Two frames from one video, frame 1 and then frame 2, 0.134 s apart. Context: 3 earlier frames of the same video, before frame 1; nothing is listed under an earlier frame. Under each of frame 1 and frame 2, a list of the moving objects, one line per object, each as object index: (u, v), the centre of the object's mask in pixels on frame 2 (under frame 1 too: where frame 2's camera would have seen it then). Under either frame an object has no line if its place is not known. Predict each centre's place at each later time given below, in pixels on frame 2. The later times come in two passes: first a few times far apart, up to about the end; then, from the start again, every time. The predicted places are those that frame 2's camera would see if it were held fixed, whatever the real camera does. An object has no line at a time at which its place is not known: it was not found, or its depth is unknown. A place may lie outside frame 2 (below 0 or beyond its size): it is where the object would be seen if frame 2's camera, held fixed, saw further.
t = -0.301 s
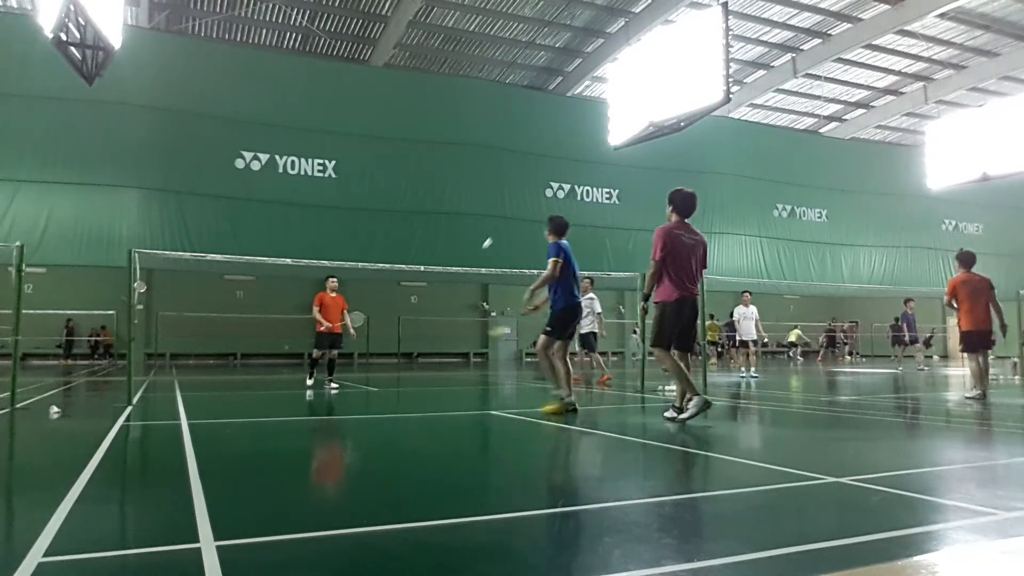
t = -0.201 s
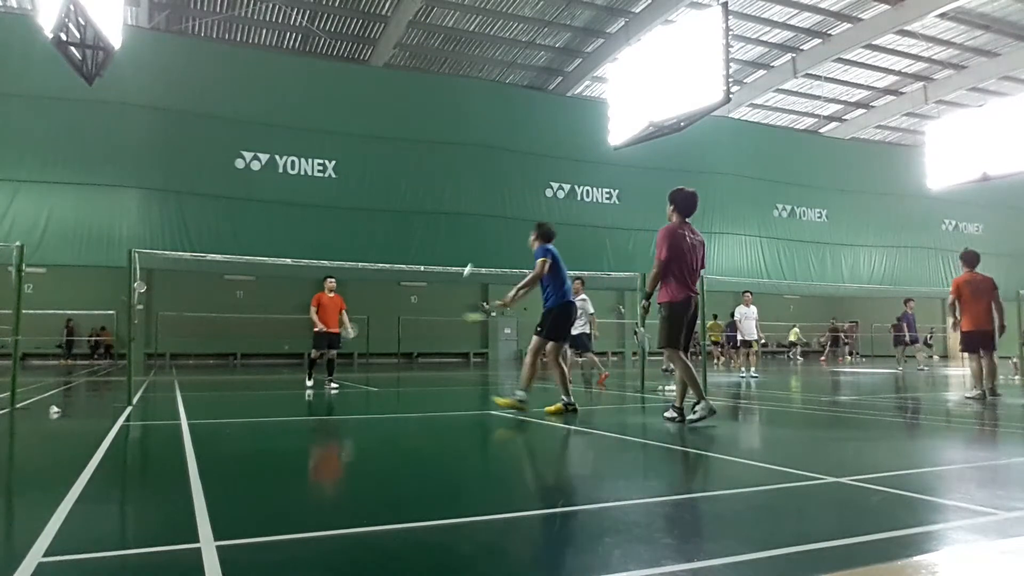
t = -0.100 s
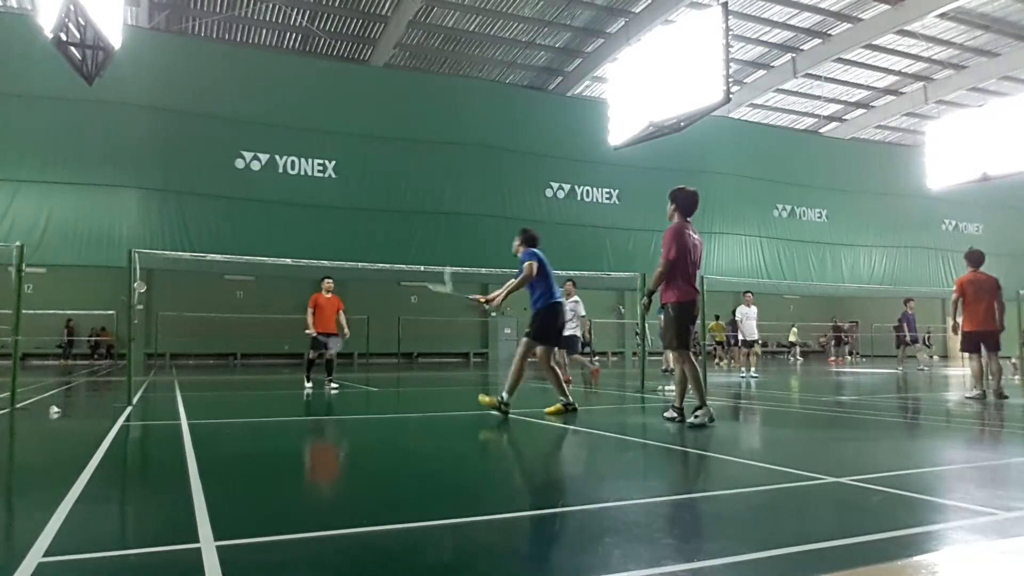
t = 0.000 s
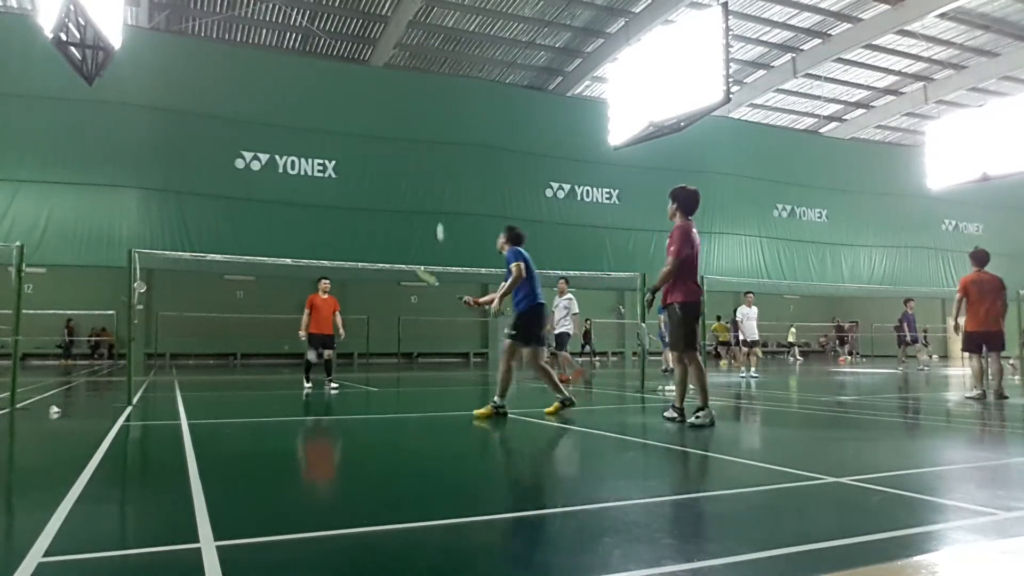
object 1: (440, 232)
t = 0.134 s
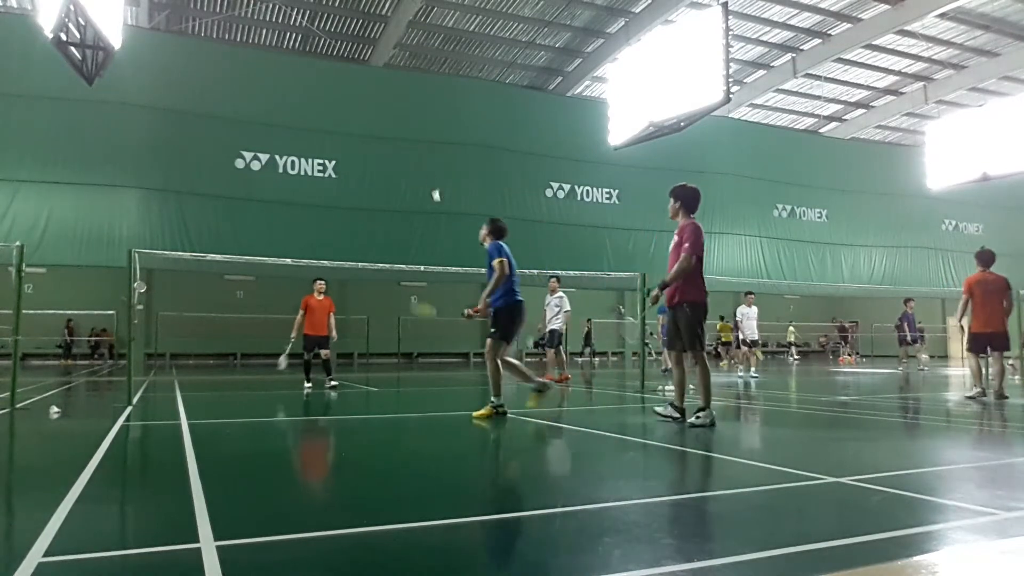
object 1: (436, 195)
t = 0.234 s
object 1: (431, 175)
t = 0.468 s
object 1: (423, 176)
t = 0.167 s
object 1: (433, 187)
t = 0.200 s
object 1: (432, 180)
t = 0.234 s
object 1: (431, 175)
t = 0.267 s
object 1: (430, 173)
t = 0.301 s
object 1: (429, 171)
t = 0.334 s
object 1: (429, 171)
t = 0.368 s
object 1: (429, 171)
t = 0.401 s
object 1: (427, 172)
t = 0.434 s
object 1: (425, 173)
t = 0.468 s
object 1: (423, 176)
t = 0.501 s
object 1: (422, 179)
